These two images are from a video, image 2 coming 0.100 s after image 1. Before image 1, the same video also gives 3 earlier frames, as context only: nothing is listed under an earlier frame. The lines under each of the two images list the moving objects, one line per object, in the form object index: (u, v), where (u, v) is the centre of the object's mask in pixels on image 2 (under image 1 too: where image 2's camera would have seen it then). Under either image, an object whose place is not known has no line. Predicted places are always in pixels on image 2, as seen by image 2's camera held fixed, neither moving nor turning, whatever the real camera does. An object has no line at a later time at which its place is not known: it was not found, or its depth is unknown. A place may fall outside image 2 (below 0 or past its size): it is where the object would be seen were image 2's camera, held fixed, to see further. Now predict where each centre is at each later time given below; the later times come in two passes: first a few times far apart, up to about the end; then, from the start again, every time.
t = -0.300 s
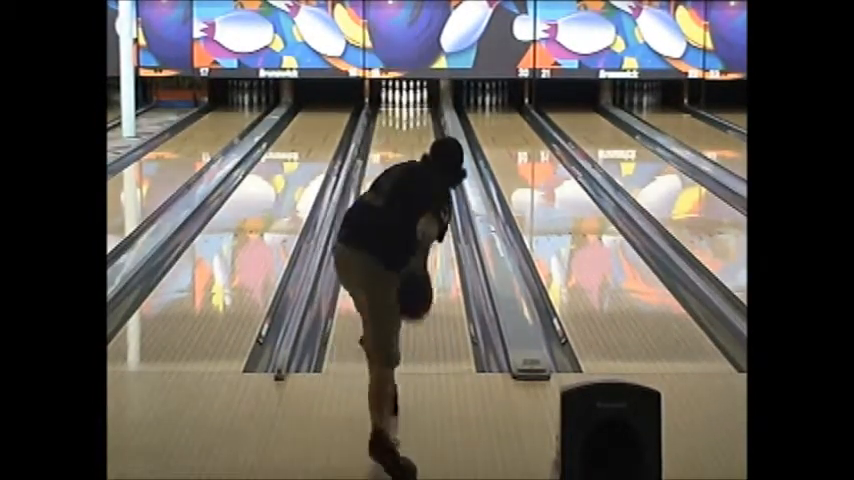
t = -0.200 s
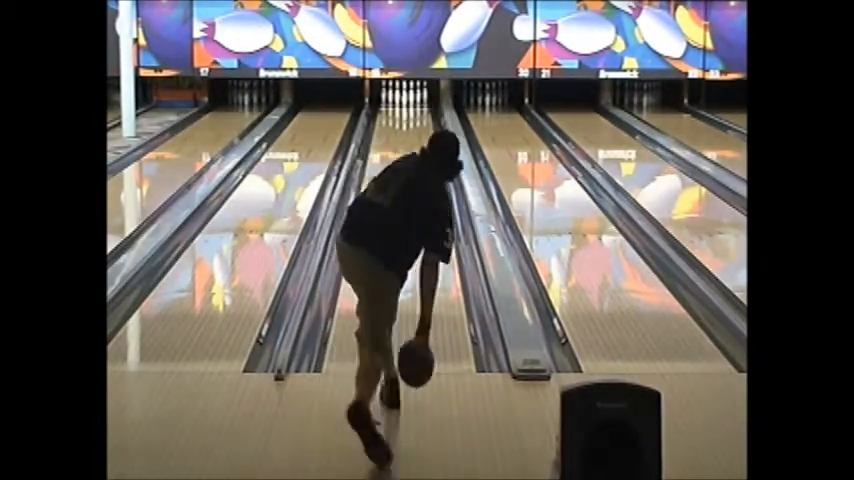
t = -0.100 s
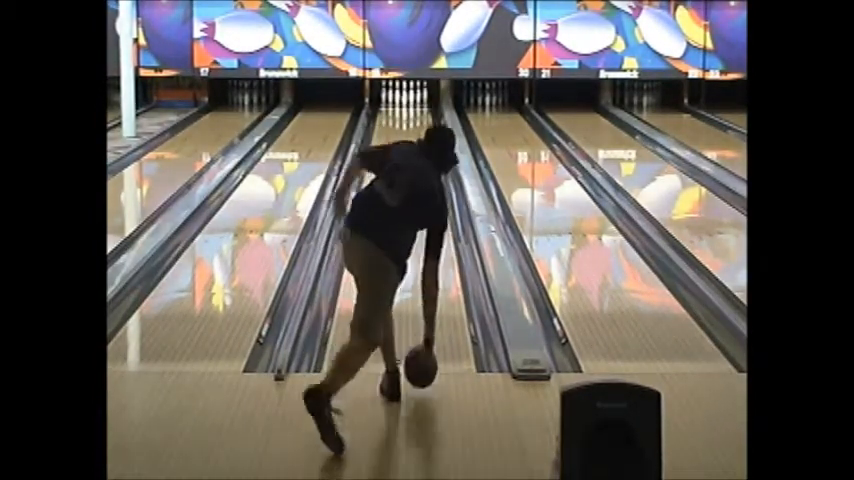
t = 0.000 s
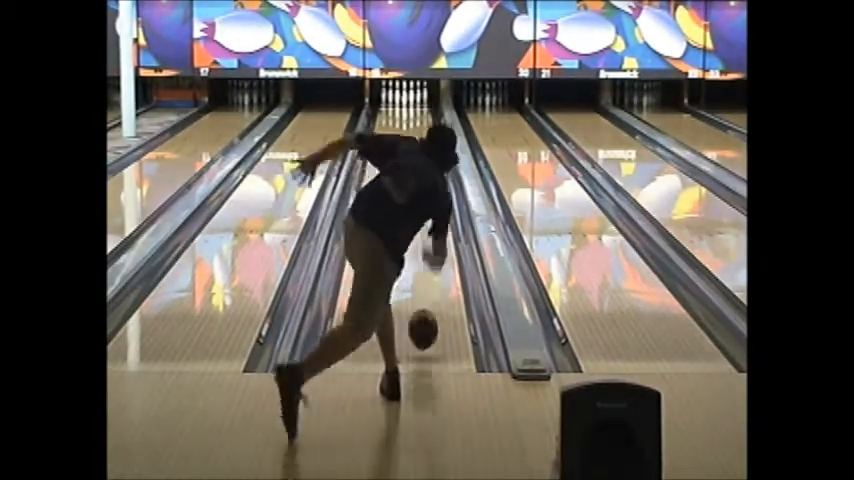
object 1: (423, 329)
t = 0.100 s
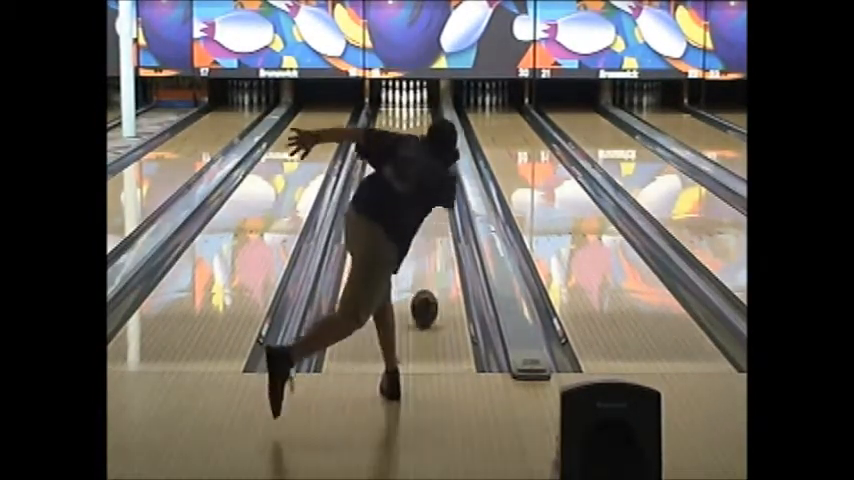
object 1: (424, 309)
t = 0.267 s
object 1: (426, 269)
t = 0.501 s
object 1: (427, 226)
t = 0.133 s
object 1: (424, 300)
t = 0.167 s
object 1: (425, 292)
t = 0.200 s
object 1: (425, 284)
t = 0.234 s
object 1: (425, 276)
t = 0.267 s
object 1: (426, 269)
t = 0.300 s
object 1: (426, 262)
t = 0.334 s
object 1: (426, 255)
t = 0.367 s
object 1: (426, 249)
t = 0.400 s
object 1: (426, 243)
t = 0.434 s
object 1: (427, 238)
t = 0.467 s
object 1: (427, 232)
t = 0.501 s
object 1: (427, 226)
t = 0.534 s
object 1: (427, 222)
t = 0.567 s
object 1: (427, 218)
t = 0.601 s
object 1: (427, 213)
